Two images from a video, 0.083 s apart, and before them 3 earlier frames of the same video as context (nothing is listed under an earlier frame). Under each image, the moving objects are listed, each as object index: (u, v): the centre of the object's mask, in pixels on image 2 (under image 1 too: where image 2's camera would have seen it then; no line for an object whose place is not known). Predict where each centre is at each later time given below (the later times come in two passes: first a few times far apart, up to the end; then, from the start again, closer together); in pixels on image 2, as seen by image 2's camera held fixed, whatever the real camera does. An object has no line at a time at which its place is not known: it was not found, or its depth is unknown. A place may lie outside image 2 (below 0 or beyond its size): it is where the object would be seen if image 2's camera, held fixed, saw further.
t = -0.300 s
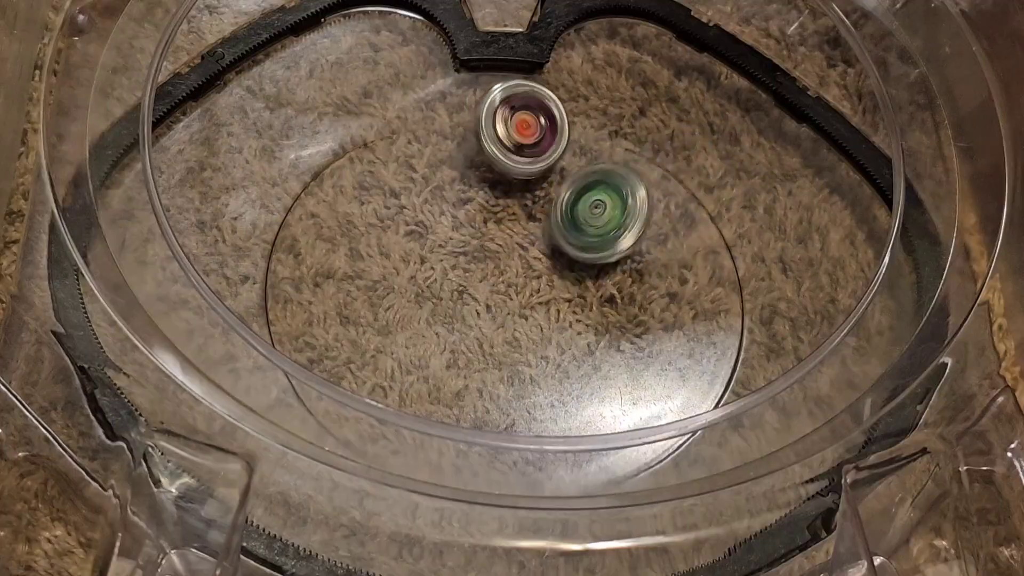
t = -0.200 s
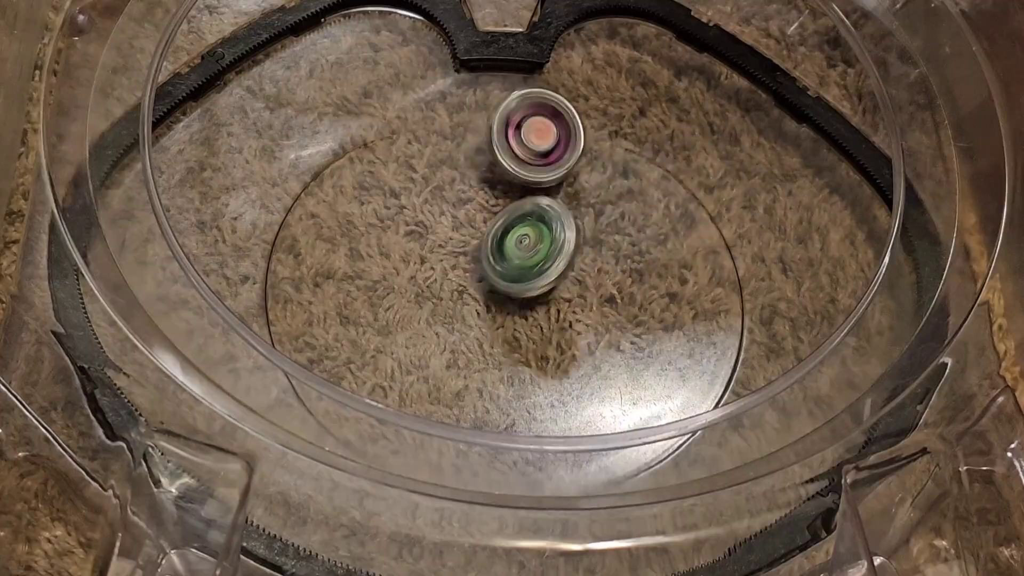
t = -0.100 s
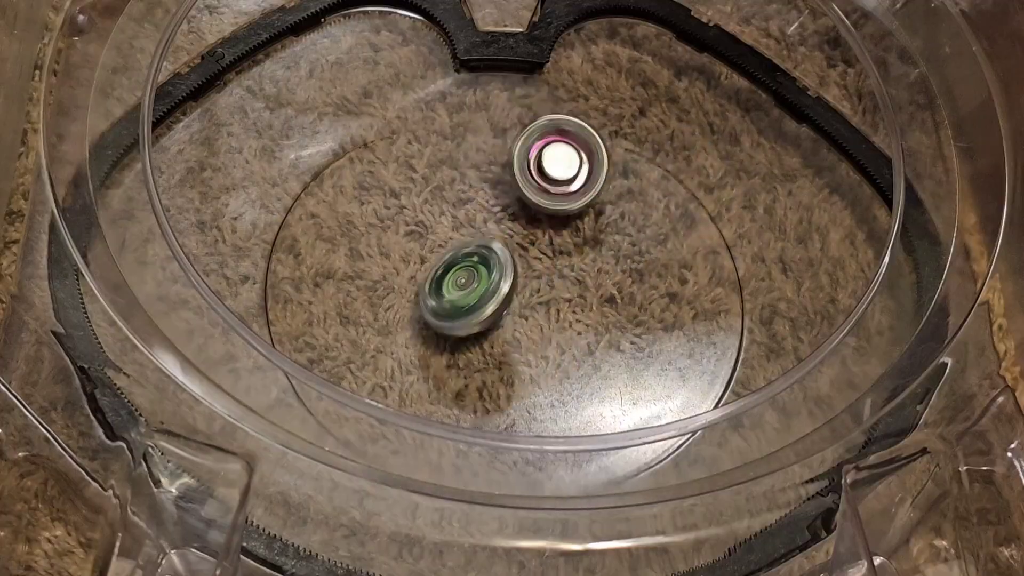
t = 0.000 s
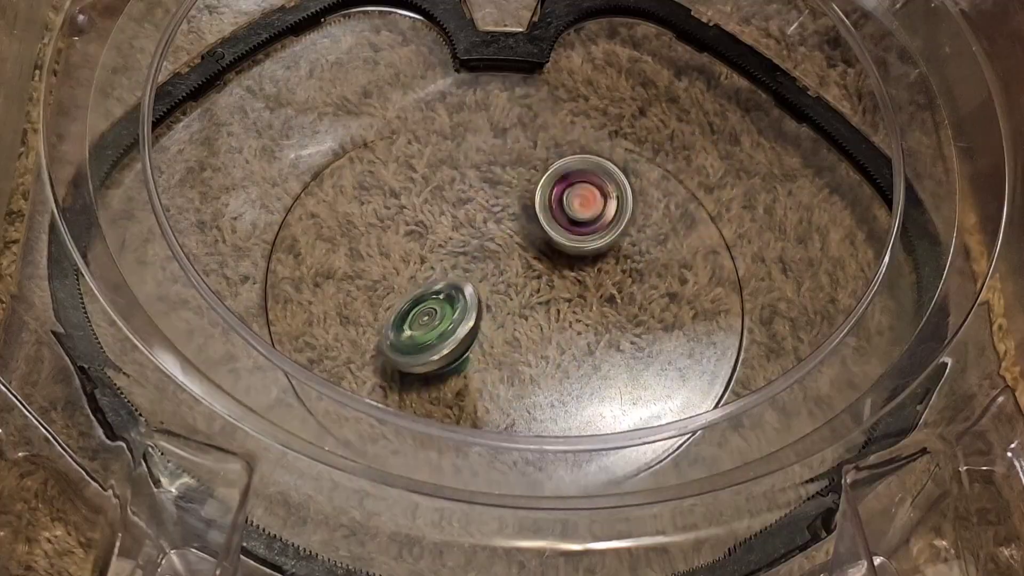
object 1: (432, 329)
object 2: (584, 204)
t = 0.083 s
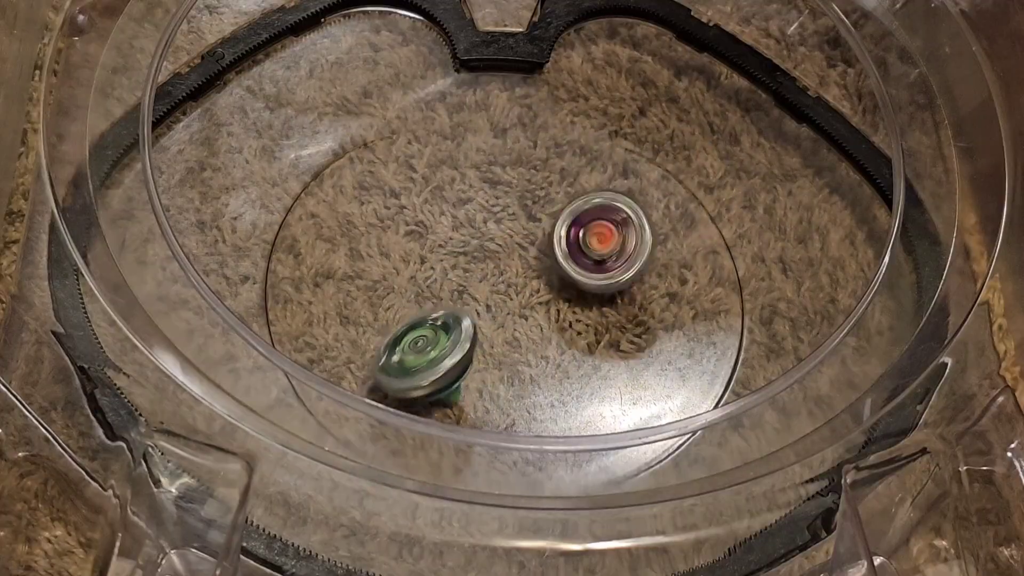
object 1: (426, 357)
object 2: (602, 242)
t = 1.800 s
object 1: (577, 275)
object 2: (586, 191)
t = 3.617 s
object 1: (652, 230)
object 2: (545, 180)
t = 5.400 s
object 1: (438, 252)
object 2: (471, 158)
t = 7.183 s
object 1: (535, 243)
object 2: (394, 214)
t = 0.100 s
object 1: (425, 362)
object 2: (606, 251)
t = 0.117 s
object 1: (426, 367)
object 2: (609, 256)
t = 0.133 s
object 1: (427, 371)
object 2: (612, 264)
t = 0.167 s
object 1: (430, 375)
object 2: (617, 277)
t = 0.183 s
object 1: (431, 377)
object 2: (620, 284)
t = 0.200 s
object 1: (433, 378)
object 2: (622, 289)
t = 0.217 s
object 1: (434, 380)
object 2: (623, 297)
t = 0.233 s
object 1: (438, 381)
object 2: (625, 302)
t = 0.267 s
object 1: (442, 382)
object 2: (628, 314)
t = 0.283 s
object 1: (444, 382)
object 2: (628, 319)
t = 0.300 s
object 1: (447, 381)
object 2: (629, 325)
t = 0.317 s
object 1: (450, 381)
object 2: (629, 329)
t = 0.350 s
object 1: (456, 379)
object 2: (627, 339)
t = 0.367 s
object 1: (458, 378)
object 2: (627, 345)
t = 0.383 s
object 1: (464, 373)
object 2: (625, 349)
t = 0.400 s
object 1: (465, 371)
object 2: (624, 353)
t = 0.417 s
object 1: (468, 365)
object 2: (622, 358)
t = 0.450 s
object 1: (472, 361)
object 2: (618, 365)
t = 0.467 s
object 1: (476, 353)
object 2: (615, 367)
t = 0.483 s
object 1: (479, 349)
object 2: (611, 370)
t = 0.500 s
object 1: (481, 342)
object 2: (607, 373)
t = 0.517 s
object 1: (483, 338)
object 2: (603, 375)
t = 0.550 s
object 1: (486, 326)
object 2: (594, 377)
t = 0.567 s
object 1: (487, 320)
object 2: (588, 380)
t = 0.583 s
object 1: (487, 314)
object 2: (583, 380)
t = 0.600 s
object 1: (486, 307)
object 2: (576, 381)
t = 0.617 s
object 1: (489, 302)
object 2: (570, 381)
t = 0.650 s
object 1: (490, 290)
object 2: (557, 382)
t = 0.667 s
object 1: (490, 285)
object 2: (549, 381)
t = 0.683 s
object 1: (491, 277)
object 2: (542, 381)
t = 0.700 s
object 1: (492, 272)
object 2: (535, 381)
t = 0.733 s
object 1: (492, 262)
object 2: (519, 379)
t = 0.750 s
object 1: (492, 257)
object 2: (511, 378)
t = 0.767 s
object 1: (491, 251)
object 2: (504, 376)
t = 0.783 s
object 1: (491, 249)
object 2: (496, 373)
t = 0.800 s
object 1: (491, 245)
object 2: (490, 371)
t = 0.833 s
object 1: (491, 239)
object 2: (474, 364)
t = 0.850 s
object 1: (492, 237)
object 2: (467, 359)
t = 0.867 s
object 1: (493, 232)
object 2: (460, 357)
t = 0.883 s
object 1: (493, 228)
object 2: (454, 351)
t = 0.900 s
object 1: (493, 228)
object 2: (447, 348)
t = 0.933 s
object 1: (492, 221)
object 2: (435, 338)
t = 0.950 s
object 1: (492, 220)
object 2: (430, 335)
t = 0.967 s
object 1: (492, 216)
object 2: (425, 329)
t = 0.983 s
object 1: (491, 216)
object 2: (419, 323)
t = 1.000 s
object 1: (491, 215)
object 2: (416, 318)
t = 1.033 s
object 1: (492, 213)
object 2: (407, 307)
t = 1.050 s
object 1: (493, 211)
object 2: (404, 301)
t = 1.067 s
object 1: (492, 212)
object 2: (401, 297)
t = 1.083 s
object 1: (493, 211)
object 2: (399, 290)
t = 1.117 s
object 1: (494, 211)
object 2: (397, 279)
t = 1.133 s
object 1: (495, 213)
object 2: (395, 274)
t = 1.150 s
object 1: (497, 214)
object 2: (394, 268)
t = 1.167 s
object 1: (498, 215)
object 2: (393, 263)
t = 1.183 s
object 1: (500, 217)
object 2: (394, 257)
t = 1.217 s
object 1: (504, 221)
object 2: (394, 246)
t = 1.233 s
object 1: (506, 222)
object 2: (395, 242)
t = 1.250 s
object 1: (507, 224)
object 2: (397, 237)
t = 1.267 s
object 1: (510, 225)
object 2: (400, 232)
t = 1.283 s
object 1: (511, 228)
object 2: (401, 227)
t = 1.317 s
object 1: (517, 234)
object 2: (408, 217)
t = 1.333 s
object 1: (520, 236)
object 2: (413, 212)
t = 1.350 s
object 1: (524, 237)
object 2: (416, 209)
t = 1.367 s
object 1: (526, 240)
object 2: (421, 204)
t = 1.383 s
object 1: (529, 240)
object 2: (426, 200)
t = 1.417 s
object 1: (534, 247)
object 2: (435, 194)
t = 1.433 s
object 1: (537, 249)
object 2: (441, 191)
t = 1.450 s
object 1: (540, 250)
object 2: (447, 188)
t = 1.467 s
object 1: (543, 254)
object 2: (453, 186)
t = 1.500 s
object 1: (548, 256)
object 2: (465, 182)
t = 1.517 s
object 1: (550, 258)
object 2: (471, 180)
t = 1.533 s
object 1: (552, 260)
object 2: (476, 179)
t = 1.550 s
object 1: (554, 262)
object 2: (485, 178)
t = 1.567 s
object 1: (558, 264)
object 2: (490, 177)
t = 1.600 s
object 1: (563, 265)
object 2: (506, 177)
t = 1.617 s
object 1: (565, 267)
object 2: (513, 177)
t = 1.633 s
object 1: (567, 267)
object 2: (519, 177)
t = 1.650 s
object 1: (568, 269)
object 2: (525, 179)
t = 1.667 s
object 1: (570, 270)
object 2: (533, 179)
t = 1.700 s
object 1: (572, 273)
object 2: (546, 182)
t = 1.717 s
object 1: (574, 273)
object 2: (553, 182)
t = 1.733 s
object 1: (575, 274)
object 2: (560, 184)
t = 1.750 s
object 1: (576, 273)
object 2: (566, 184)
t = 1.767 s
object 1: (576, 275)
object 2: (573, 187)
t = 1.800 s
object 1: (577, 275)
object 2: (586, 191)
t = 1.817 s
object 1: (576, 281)
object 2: (593, 194)
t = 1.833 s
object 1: (574, 289)
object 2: (599, 194)
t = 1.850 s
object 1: (571, 292)
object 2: (605, 194)
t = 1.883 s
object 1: (564, 306)
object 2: (616, 194)
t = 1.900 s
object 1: (561, 311)
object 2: (621, 196)
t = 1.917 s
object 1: (559, 316)
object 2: (627, 196)
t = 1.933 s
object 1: (555, 323)
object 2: (632, 199)
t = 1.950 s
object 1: (550, 325)
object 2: (637, 202)
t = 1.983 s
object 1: (547, 332)
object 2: (647, 209)
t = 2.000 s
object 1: (544, 335)
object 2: (651, 211)
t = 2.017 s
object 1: (542, 339)
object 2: (654, 217)
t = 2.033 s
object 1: (540, 341)
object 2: (657, 221)
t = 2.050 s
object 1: (539, 345)
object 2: (660, 228)
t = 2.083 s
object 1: (537, 347)
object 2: (664, 239)
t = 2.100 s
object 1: (536, 348)
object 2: (665, 245)
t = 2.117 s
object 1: (535, 348)
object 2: (666, 252)
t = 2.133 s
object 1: (534, 350)
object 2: (665, 259)
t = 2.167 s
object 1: (534, 350)
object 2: (663, 272)
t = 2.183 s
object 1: (534, 348)
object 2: (661, 280)
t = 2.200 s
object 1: (533, 347)
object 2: (659, 285)
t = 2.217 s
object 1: (532, 348)
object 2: (656, 294)
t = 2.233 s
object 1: (531, 347)
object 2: (653, 299)
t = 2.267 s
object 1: (530, 343)
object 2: (644, 313)
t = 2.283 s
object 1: (530, 341)
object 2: (639, 319)
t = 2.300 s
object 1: (528, 340)
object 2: (633, 325)
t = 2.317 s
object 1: (526, 338)
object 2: (629, 332)
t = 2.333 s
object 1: (519, 338)
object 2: (630, 337)
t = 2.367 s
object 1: (502, 331)
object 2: (628, 348)
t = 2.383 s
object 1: (494, 328)
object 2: (626, 355)
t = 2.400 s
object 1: (488, 325)
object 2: (624, 359)
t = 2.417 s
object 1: (479, 324)
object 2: (620, 364)
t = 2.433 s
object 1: (473, 320)
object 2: (617, 367)
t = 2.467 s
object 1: (461, 314)
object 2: (606, 376)
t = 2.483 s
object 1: (456, 308)
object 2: (599, 379)
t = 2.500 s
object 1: (451, 308)
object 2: (592, 382)
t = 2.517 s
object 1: (446, 306)
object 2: (583, 385)
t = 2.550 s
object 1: (438, 300)
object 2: (563, 391)
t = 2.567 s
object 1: (433, 298)
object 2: (555, 391)
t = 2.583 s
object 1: (430, 295)
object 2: (543, 392)
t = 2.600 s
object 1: (427, 295)
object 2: (534, 392)
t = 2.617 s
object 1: (423, 296)
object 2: (523, 392)
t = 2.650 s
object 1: (420, 293)
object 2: (503, 390)
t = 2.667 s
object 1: (416, 293)
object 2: (493, 388)
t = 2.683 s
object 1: (416, 290)
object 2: (482, 386)
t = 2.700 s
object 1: (414, 291)
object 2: (473, 383)
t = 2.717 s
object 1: (414, 294)
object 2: (458, 382)
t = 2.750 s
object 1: (417, 286)
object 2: (440, 375)
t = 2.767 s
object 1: (418, 284)
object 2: (431, 370)
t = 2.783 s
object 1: (420, 285)
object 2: (422, 365)
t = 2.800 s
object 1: (423, 282)
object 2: (415, 356)
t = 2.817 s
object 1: (427, 279)
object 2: (405, 350)
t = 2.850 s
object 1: (434, 279)
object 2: (390, 341)
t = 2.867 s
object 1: (438, 278)
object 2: (382, 338)
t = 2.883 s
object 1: (443, 274)
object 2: (375, 331)
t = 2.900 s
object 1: (449, 271)
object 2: (369, 323)
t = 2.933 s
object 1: (457, 262)
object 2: (357, 311)
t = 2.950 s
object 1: (462, 260)
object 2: (354, 306)
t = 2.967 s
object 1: (467, 262)
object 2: (351, 299)
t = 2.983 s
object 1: (473, 256)
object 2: (348, 293)
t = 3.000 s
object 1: (477, 249)
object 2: (347, 287)
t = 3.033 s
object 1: (484, 247)
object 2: (347, 276)
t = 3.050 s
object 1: (488, 251)
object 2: (348, 271)
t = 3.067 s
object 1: (493, 245)
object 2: (349, 266)
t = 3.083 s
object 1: (498, 237)
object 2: (351, 260)
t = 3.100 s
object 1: (501, 234)
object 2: (355, 255)
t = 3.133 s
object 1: (508, 240)
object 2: (361, 244)
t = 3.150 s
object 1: (513, 232)
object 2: (366, 239)
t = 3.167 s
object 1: (516, 226)
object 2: (371, 233)
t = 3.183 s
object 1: (517, 226)
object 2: (377, 229)
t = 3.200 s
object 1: (519, 228)
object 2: (384, 223)
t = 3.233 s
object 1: (526, 215)
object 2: (398, 214)
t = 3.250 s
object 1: (527, 210)
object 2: (405, 210)
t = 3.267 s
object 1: (527, 211)
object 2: (413, 205)
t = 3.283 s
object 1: (529, 215)
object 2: (421, 201)
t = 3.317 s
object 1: (534, 202)
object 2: (438, 195)
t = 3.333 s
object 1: (535, 197)
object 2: (445, 193)
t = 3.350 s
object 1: (536, 198)
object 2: (451, 190)
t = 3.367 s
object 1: (548, 205)
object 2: (452, 185)
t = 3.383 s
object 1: (556, 214)
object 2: (452, 181)
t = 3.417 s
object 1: (575, 212)
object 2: (459, 174)
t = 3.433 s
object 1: (584, 217)
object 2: (464, 170)
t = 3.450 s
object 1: (595, 217)
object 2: (470, 170)
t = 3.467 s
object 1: (603, 214)
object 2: (476, 167)
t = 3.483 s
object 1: (611, 216)
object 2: (483, 167)
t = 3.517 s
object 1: (625, 223)
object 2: (499, 167)
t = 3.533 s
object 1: (631, 220)
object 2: (507, 168)
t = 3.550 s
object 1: (636, 220)
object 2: (515, 170)
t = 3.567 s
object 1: (640, 224)
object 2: (522, 172)
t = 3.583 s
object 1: (644, 232)
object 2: (529, 174)
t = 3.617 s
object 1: (652, 230)
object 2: (545, 180)
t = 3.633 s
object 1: (654, 233)
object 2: (552, 184)
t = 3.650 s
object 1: (656, 239)
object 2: (558, 187)
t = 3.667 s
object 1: (657, 241)
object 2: (566, 192)
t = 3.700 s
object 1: (665, 242)
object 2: (572, 195)
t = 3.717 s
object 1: (684, 260)
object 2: (562, 188)
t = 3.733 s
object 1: (701, 274)
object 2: (553, 184)
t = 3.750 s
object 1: (715, 277)
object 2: (544, 179)
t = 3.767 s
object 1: (728, 285)
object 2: (535, 177)
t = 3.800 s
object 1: (755, 314)
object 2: (519, 173)
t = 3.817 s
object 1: (767, 324)
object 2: (512, 174)
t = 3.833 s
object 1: (775, 326)
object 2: (505, 176)
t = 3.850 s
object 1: (782, 329)
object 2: (499, 178)
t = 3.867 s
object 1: (794, 343)
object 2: (493, 183)
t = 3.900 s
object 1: (814, 365)
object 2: (486, 194)
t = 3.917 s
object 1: (822, 366)
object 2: (483, 199)
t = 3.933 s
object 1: (829, 369)
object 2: (480, 208)
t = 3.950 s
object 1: (837, 380)
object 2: (478, 214)
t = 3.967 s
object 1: (837, 380)
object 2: (477, 223)
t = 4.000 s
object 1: (827, 370)
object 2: (474, 241)
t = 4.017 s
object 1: (822, 367)
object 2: (473, 250)
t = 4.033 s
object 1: (821, 360)
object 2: (472, 259)
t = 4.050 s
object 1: (814, 352)
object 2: (471, 269)
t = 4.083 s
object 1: (804, 344)
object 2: (469, 285)
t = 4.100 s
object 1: (800, 335)
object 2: (468, 294)
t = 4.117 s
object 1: (789, 324)
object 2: (467, 302)
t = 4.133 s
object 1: (788, 321)
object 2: (466, 311)
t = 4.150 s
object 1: (787, 317)
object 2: (464, 318)
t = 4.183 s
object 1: (784, 312)
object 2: (461, 334)
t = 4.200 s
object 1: (783, 307)
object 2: (459, 341)
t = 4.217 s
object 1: (780, 304)
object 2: (457, 348)
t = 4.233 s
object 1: (778, 301)
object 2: (457, 354)
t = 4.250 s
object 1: (777, 296)
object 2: (455, 361)
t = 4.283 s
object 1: (773, 291)
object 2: (454, 372)
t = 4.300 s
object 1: (771, 287)
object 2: (452, 377)
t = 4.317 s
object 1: (769, 285)
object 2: (451, 381)
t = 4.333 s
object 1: (768, 284)
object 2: (451, 384)
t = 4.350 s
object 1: (767, 282)
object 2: (450, 387)
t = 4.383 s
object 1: (764, 281)
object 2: (450, 391)
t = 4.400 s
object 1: (763, 278)
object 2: (451, 394)
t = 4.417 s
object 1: (761, 278)
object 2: (451, 396)
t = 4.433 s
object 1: (761, 279)
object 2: (450, 397)
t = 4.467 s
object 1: (759, 279)
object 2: (448, 411)
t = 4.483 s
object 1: (758, 281)
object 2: (449, 412)
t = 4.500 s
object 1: (758, 281)
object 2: (449, 416)
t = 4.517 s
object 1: (756, 283)
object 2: (451, 416)
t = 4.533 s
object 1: (755, 286)
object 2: (453, 418)
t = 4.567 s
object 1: (753, 290)
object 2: (458, 414)
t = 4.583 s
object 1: (752, 294)
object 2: (461, 412)
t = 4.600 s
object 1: (751, 295)
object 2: (465, 401)
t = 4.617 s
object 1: (749, 298)
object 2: (468, 399)
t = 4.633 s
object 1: (747, 302)
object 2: (470, 397)
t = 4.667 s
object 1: (743, 308)
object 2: (476, 389)
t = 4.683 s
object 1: (740, 312)
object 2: (478, 384)
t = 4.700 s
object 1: (738, 315)
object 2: (481, 376)
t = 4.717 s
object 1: (734, 319)
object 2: (483, 368)
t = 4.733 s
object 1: (730, 322)
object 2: (486, 358)
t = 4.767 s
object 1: (721, 330)
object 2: (487, 340)
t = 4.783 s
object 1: (716, 332)
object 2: (488, 329)
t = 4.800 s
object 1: (710, 335)
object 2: (487, 320)
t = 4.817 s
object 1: (699, 338)
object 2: (488, 310)
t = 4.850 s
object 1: (680, 337)
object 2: (487, 291)
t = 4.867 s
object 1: (667, 339)
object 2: (486, 282)
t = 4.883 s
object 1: (656, 337)
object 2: (485, 273)
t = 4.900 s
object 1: (646, 336)
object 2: (484, 263)
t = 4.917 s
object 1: (632, 334)
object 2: (483, 255)
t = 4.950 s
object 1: (610, 330)
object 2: (481, 237)
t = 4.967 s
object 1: (598, 329)
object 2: (479, 229)
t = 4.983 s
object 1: (586, 327)
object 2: (478, 220)
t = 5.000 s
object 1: (575, 325)
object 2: (477, 213)
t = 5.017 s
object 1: (565, 322)
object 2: (475, 205)
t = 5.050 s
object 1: (543, 315)
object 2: (473, 191)
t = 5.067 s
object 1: (533, 311)
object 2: (473, 184)
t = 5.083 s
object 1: (524, 307)
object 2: (471, 178)
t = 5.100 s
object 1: (513, 303)
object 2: (470, 171)
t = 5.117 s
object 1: (504, 299)
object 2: (468, 166)
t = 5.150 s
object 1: (490, 291)
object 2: (466, 156)
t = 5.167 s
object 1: (483, 288)
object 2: (464, 151)
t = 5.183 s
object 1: (477, 283)
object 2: (462, 147)
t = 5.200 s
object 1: (470, 279)
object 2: (461, 143)
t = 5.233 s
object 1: (461, 273)
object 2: (458, 137)
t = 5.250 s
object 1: (455, 270)
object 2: (457, 136)
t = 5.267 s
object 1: (453, 267)
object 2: (456, 135)
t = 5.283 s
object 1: (449, 265)
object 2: (456, 136)
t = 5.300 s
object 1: (446, 262)
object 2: (456, 137)
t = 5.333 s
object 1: (443, 256)
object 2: (458, 142)
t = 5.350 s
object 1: (442, 253)
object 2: (460, 145)
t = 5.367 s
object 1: (442, 251)
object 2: (463, 150)
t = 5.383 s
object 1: (441, 249)
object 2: (465, 156)
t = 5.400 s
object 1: (438, 252)
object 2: (471, 158)
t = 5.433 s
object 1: (428, 260)
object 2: (493, 153)
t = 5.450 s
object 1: (423, 269)
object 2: (503, 150)
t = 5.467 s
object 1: (421, 275)
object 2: (513, 149)
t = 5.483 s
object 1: (419, 279)
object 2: (523, 147)
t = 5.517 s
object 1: (419, 296)
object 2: (540, 144)
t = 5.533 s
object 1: (420, 298)
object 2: (547, 143)
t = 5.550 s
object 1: (424, 303)
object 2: (556, 141)
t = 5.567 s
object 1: (424, 310)
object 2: (563, 141)
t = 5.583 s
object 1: (428, 314)
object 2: (569, 140)
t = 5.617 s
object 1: (434, 323)
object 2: (582, 141)
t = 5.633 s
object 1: (439, 327)
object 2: (589, 141)
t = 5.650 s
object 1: (443, 327)
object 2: (596, 142)
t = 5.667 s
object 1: (446, 333)
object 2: (601, 144)
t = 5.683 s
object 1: (450, 337)
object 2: (607, 146)
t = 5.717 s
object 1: (458, 340)
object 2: (618, 151)
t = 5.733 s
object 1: (462, 344)
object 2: (622, 154)
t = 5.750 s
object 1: (464, 344)
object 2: (627, 157)
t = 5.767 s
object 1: (468, 343)
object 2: (631, 161)
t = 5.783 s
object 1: (471, 346)
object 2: (635, 166)
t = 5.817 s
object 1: (479, 343)
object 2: (641, 177)
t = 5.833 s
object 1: (482, 344)
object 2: (642, 184)
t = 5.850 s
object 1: (486, 346)
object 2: (644, 190)
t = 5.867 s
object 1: (490, 340)
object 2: (645, 197)
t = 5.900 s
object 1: (499, 340)
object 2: (648, 211)
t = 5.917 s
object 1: (502, 336)
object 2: (648, 218)
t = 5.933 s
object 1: (507, 334)
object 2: (649, 226)
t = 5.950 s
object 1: (510, 333)
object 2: (651, 233)
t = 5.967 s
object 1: (513, 330)
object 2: (650, 241)
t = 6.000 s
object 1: (518, 324)
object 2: (650, 257)
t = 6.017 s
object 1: (520, 323)
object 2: (649, 265)
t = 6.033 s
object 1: (521, 316)
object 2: (649, 273)
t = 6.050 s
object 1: (521, 316)
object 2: (648, 281)
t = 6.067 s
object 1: (523, 314)
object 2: (647, 289)
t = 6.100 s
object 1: (524, 309)
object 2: (644, 303)
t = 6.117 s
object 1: (525, 307)
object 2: (643, 311)
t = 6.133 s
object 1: (525, 306)
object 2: (640, 317)
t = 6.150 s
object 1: (527, 304)
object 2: (637, 324)
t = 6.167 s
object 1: (527, 303)
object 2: (634, 332)
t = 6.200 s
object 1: (528, 300)
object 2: (628, 345)
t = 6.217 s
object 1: (526, 300)
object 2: (625, 351)
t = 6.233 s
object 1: (526, 299)
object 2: (621, 357)
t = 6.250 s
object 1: (525, 297)
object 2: (617, 364)
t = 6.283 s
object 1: (525, 295)
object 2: (609, 374)
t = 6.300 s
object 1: (524, 296)
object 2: (604, 379)
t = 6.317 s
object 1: (524, 294)
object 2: (599, 383)
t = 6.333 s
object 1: (523, 294)
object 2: (594, 387)
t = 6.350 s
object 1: (523, 294)
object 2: (588, 390)
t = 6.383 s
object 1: (521, 292)
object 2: (577, 395)
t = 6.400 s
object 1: (521, 291)
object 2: (571, 396)
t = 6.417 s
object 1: (519, 292)
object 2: (564, 398)
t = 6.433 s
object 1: (519, 291)
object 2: (557, 399)
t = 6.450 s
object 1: (518, 290)
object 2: (551, 399)
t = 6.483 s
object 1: (516, 290)
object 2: (538, 399)
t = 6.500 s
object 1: (515, 292)
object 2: (531, 399)
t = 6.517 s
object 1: (514, 292)
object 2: (524, 399)
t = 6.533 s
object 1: (513, 293)
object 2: (517, 397)
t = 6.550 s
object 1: (512, 292)
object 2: (510, 396)
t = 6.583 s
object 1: (508, 293)
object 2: (496, 391)
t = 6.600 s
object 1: (509, 293)
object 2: (488, 389)
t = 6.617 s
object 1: (506, 294)
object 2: (481, 386)
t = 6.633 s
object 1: (505, 293)
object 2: (474, 383)
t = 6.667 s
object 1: (502, 294)
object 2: (461, 375)
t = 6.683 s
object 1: (502, 293)
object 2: (454, 368)
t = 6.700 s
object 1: (499, 292)
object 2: (449, 362)
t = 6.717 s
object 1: (499, 292)
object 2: (442, 357)
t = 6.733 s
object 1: (498, 292)
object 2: (437, 351)
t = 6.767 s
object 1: (500, 288)
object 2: (422, 342)
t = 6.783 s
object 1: (500, 287)
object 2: (412, 337)
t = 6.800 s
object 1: (507, 281)
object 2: (406, 332)
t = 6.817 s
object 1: (508, 278)
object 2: (401, 327)
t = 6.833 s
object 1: (514, 273)
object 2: (394, 321)
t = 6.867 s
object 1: (521, 266)
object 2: (384, 310)
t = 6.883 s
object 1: (526, 264)
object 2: (380, 304)
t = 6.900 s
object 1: (528, 260)
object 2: (376, 299)
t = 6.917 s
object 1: (531, 257)
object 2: (373, 293)
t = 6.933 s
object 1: (532, 255)
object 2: (370, 288)
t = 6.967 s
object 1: (536, 252)
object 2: (366, 277)
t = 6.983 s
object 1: (537, 250)
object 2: (365, 272)
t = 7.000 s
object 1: (538, 250)
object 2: (365, 267)
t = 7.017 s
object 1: (538, 248)
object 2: (364, 261)
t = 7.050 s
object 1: (537, 246)
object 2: (365, 251)
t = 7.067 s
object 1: (539, 246)
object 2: (367, 246)
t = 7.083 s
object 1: (538, 245)
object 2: (368, 242)
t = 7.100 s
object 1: (537, 245)
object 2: (372, 236)
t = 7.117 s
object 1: (537, 244)
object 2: (376, 231)
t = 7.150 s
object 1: (536, 243)
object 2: (384, 222)
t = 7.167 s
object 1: (535, 242)
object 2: (388, 218)
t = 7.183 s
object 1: (535, 243)
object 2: (394, 214)
